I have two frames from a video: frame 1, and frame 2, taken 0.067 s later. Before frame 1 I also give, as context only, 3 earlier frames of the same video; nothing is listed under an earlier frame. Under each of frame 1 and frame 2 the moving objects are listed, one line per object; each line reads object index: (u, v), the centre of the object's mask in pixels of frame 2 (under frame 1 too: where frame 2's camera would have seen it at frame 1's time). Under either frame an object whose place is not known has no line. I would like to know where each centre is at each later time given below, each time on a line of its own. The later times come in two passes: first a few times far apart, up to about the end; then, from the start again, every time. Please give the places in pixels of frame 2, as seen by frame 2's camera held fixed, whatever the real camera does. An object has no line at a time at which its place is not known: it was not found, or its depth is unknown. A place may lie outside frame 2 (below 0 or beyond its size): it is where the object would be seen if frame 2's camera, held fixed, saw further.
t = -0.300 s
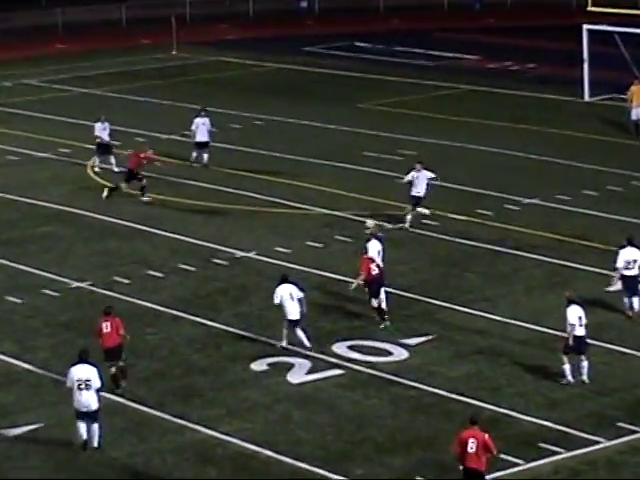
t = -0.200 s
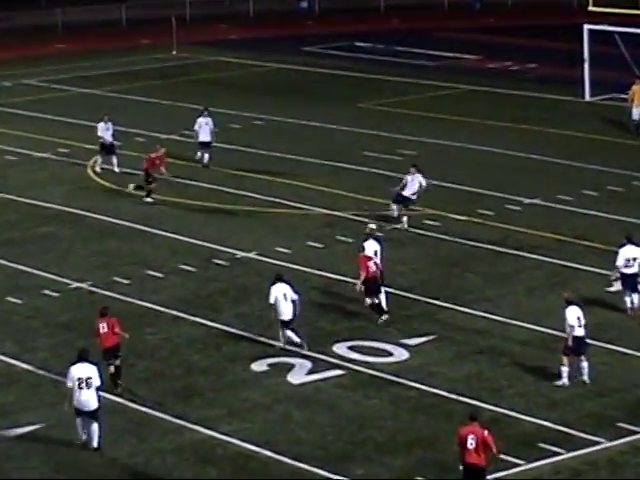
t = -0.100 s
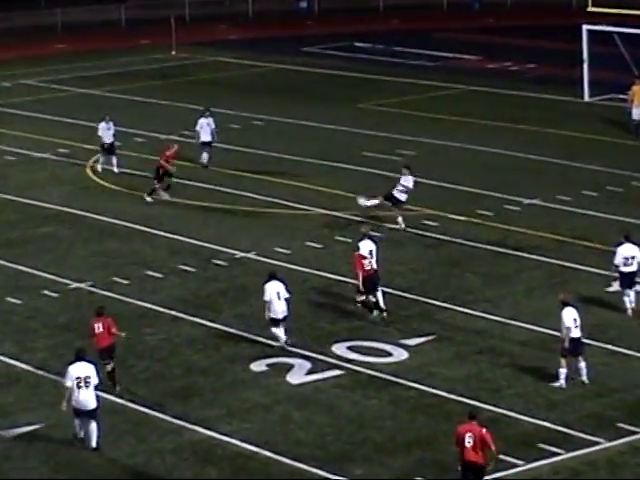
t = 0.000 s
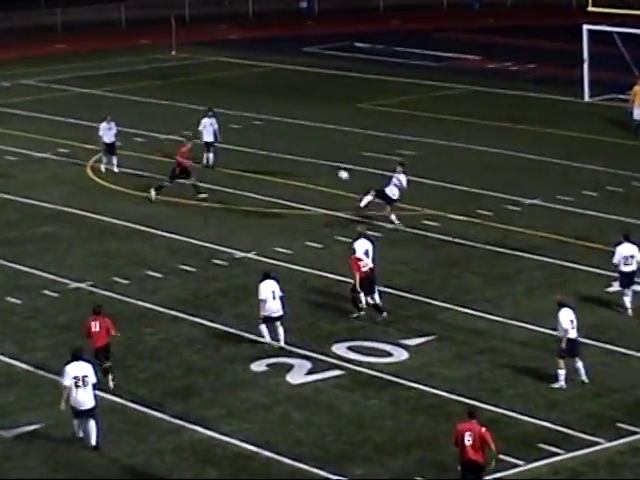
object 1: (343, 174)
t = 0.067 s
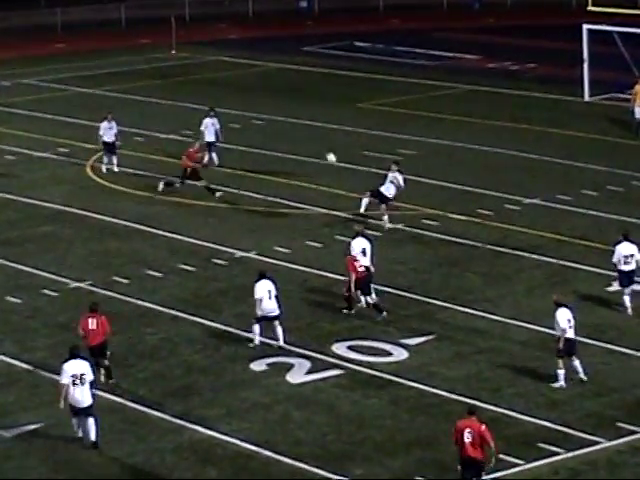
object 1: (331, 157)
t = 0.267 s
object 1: (298, 115)
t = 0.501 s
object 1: (264, 80)
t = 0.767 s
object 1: (233, 65)
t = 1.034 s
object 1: (212, 83)
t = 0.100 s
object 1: (325, 150)
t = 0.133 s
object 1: (319, 142)
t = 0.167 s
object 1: (314, 135)
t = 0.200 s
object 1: (308, 127)
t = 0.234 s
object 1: (303, 121)
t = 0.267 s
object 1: (298, 115)
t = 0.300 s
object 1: (292, 109)
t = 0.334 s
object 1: (288, 103)
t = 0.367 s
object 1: (283, 97)
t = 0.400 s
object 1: (278, 92)
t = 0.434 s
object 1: (272, 88)
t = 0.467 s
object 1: (268, 83)
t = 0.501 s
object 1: (264, 80)
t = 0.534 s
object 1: (260, 76)
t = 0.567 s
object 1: (256, 73)
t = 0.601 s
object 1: (253, 71)
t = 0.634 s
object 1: (248, 69)
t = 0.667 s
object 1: (245, 67)
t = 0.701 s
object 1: (241, 66)
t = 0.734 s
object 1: (236, 65)
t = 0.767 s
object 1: (233, 65)
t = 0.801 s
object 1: (230, 65)
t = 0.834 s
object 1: (227, 66)
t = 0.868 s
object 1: (224, 68)
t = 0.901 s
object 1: (221, 69)
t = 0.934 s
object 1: (221, 71)
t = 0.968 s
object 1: (217, 74)
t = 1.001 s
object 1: (214, 78)
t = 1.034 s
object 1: (212, 83)
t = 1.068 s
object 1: (210, 87)
